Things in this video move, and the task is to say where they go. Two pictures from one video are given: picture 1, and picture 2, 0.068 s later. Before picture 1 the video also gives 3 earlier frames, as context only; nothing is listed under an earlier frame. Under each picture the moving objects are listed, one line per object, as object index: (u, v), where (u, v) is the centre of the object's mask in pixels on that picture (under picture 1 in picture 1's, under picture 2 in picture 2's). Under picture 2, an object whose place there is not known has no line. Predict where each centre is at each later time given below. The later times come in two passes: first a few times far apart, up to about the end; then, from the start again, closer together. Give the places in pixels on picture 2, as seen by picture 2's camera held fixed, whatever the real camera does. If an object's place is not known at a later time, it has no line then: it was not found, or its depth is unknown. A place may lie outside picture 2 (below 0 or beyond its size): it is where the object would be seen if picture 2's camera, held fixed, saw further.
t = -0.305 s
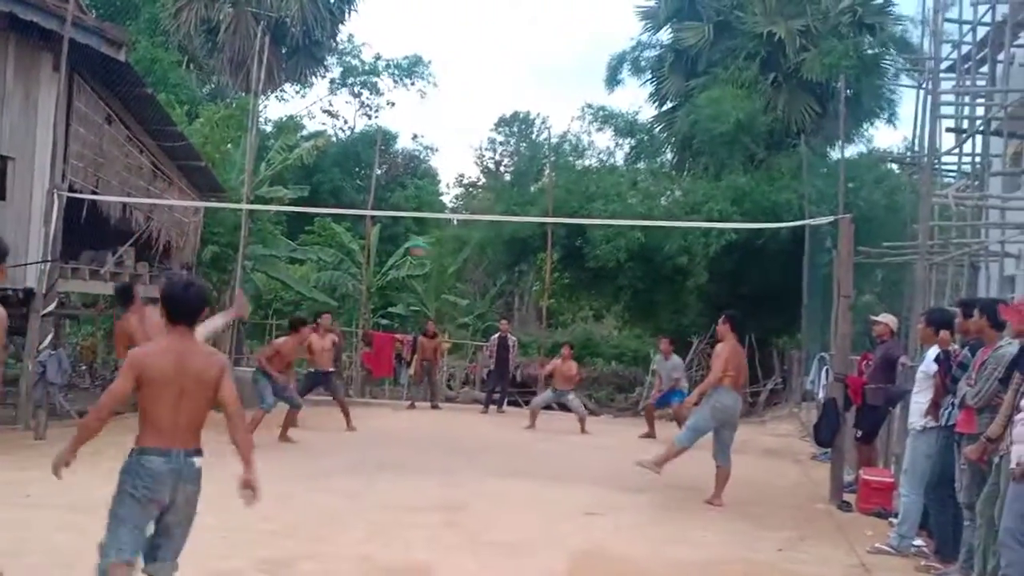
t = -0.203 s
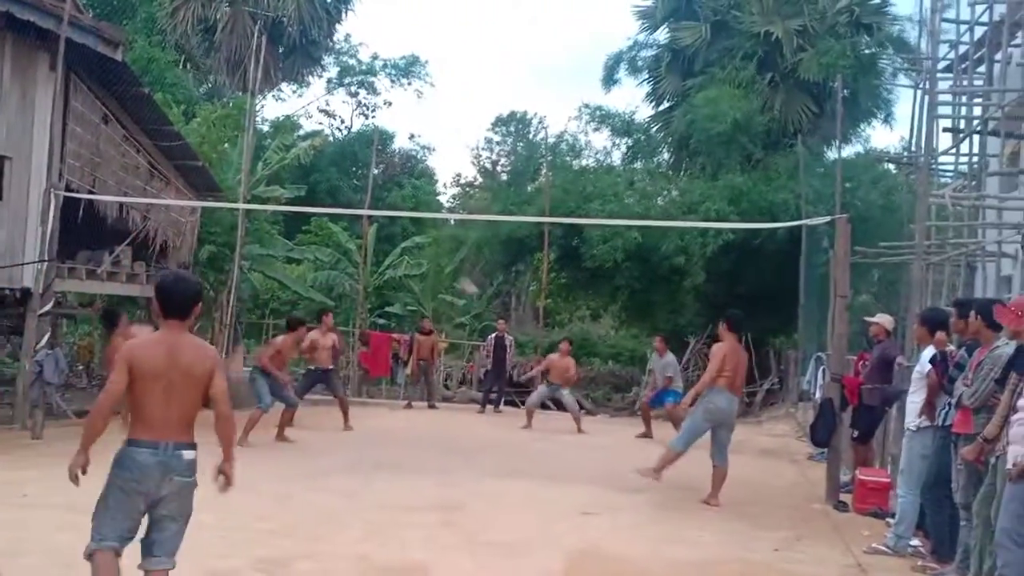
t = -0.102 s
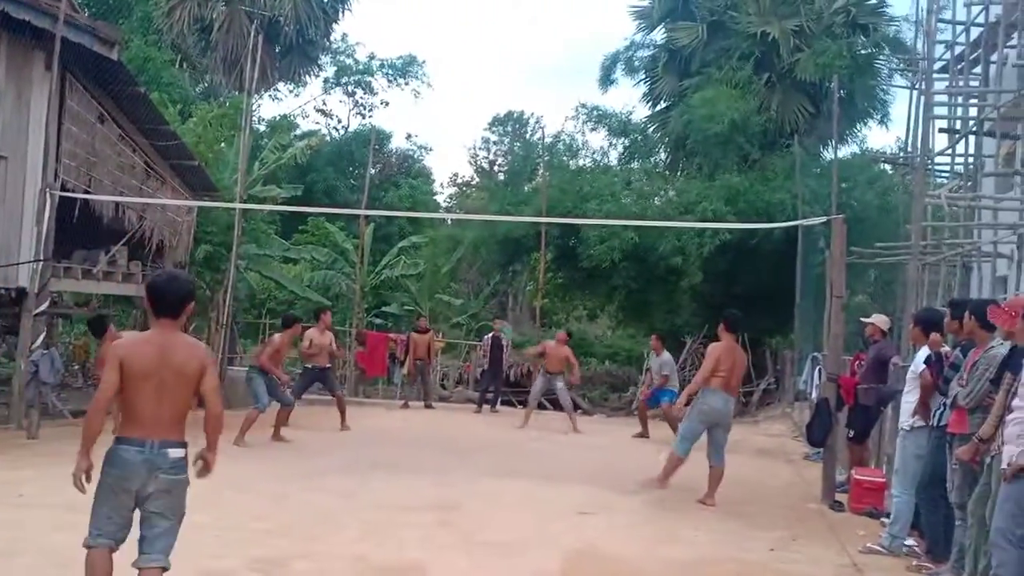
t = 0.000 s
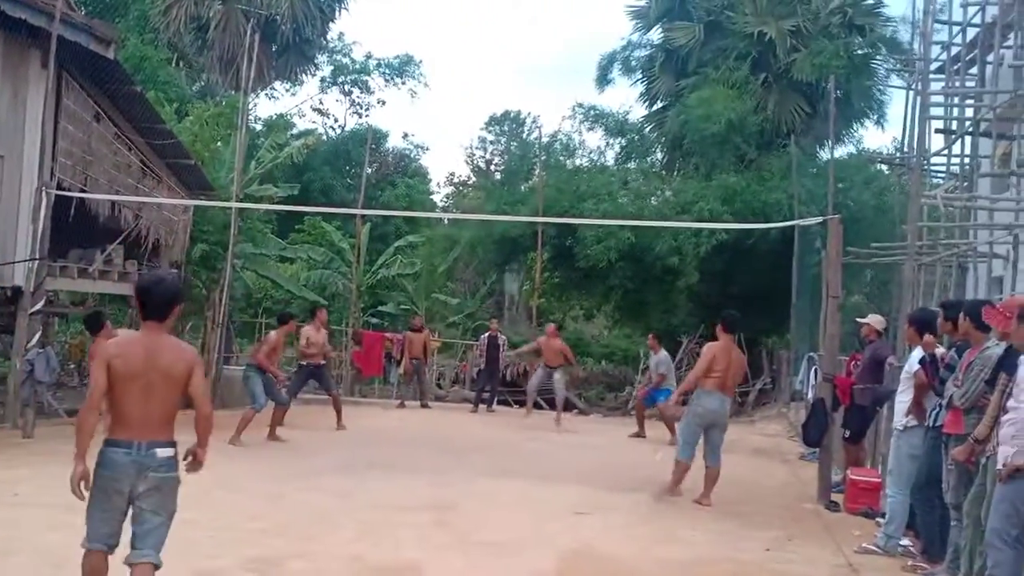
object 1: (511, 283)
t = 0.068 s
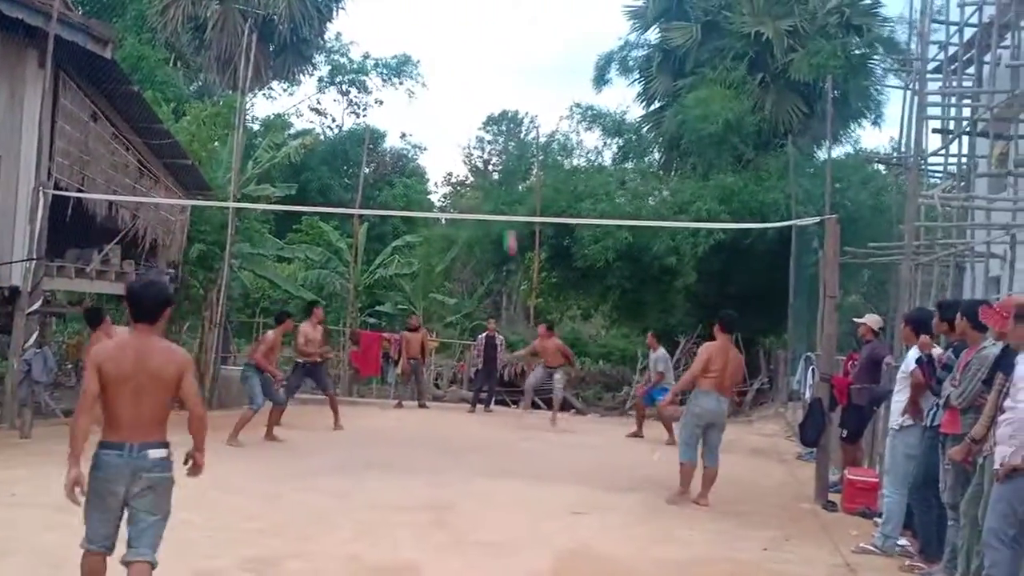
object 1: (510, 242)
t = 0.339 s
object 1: (510, 90)
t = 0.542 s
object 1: (509, 27)
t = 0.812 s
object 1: (505, -8)
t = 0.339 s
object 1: (510, 90)
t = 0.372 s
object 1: (510, 77)
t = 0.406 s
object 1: (510, 66)
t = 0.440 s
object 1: (509, 56)
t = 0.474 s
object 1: (509, 45)
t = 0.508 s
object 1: (509, 36)
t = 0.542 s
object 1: (509, 27)
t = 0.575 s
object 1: (508, 20)
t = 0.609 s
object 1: (508, 13)
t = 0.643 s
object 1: (507, 8)
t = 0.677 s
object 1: (507, 3)
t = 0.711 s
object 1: (507, -2)
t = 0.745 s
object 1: (506, -5)
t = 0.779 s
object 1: (505, -6)
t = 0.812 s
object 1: (505, -8)
